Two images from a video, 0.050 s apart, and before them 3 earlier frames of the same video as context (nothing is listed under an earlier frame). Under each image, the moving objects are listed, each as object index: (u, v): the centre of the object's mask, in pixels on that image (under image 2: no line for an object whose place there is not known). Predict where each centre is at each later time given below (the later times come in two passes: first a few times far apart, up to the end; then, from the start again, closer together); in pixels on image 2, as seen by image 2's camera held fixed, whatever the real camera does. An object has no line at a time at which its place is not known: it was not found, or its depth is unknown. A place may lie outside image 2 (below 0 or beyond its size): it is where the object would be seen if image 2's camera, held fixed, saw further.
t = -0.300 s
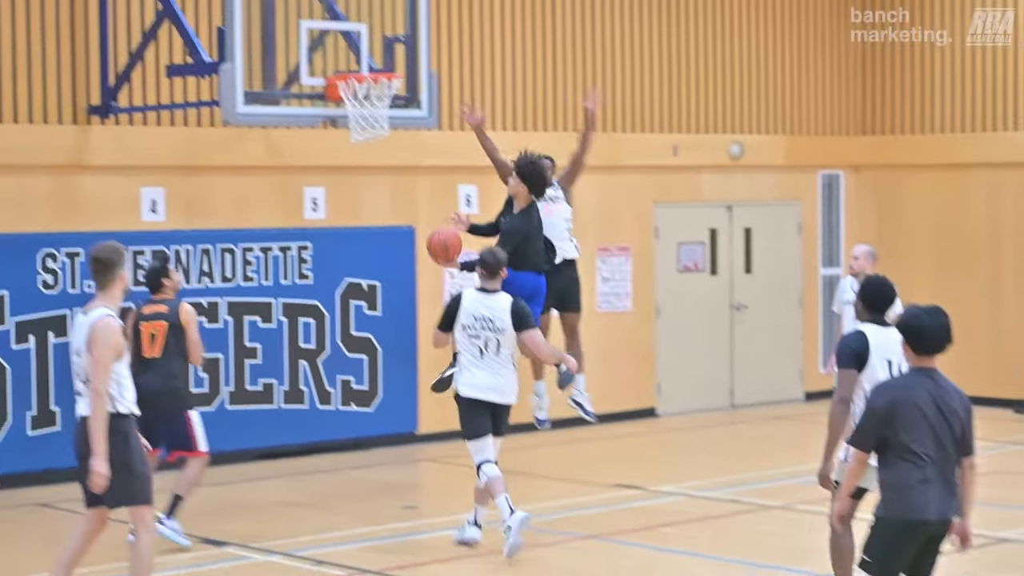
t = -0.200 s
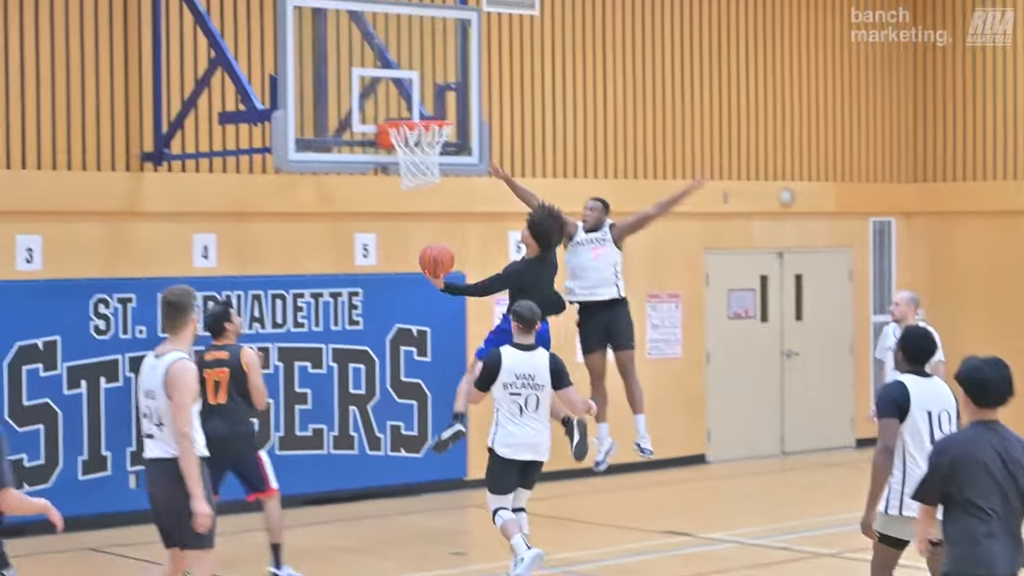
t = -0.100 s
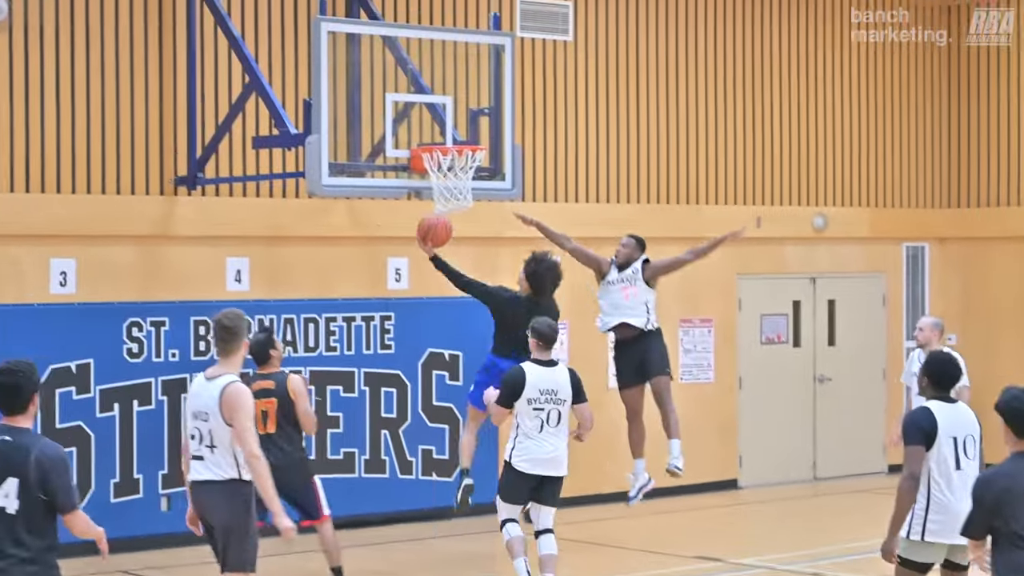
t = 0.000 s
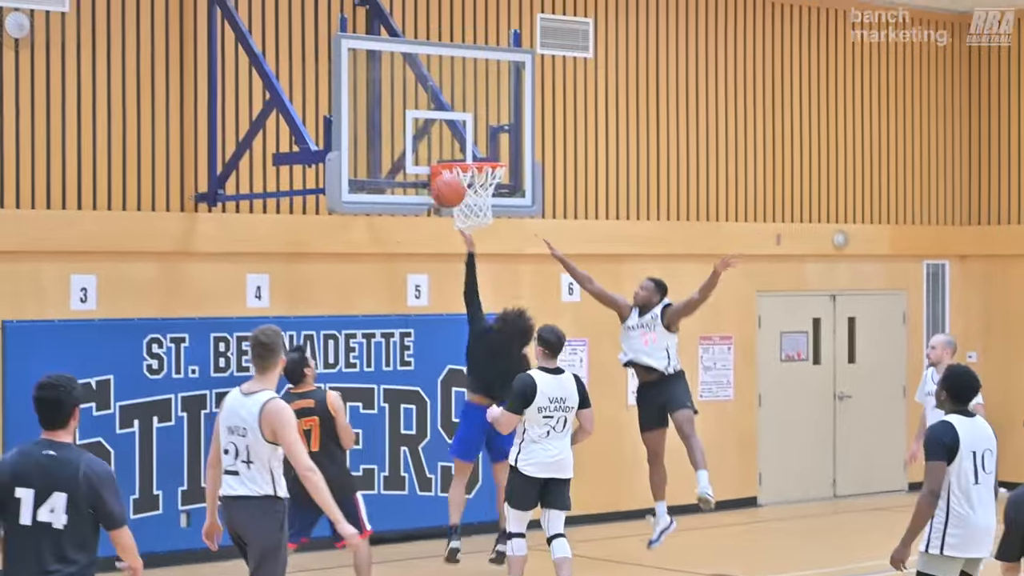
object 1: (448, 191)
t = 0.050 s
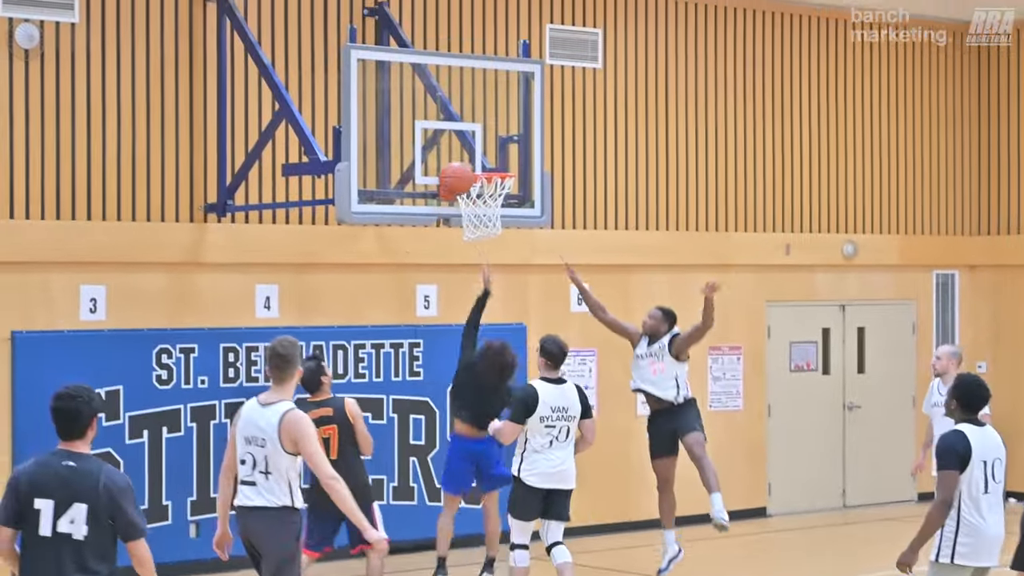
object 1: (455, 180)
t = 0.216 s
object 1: (450, 130)
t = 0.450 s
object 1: (449, 124)
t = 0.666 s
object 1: (485, 163)
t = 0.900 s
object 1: (487, 242)
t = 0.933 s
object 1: (491, 254)
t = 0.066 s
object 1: (455, 172)
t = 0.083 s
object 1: (455, 165)
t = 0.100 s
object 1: (454, 160)
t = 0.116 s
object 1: (454, 155)
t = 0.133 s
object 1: (453, 149)
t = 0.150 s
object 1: (452, 145)
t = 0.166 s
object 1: (451, 140)
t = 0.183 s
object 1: (451, 137)
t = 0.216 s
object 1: (450, 130)
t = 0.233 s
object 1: (449, 127)
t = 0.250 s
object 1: (449, 125)
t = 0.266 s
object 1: (448, 123)
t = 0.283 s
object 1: (448, 121)
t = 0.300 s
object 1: (447, 120)
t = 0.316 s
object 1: (447, 120)
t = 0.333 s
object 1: (446, 119)
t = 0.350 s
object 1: (446, 119)
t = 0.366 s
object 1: (445, 119)
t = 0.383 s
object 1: (445, 121)
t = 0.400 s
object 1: (445, 122)
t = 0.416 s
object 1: (444, 123)
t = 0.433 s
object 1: (446, 124)
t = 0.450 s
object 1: (449, 124)
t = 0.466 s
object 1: (451, 125)
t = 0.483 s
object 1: (454, 127)
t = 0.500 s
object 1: (457, 129)
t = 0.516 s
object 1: (459, 131)
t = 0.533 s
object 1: (462, 134)
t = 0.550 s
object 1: (465, 138)
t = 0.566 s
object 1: (468, 142)
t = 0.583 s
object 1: (471, 145)
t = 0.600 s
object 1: (473, 148)
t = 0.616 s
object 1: (476, 153)
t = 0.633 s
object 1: (479, 157)
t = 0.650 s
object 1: (482, 160)
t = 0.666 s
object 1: (485, 163)
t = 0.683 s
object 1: (488, 166)
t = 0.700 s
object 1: (490, 182)
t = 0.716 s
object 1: (491, 187)
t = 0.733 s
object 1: (492, 191)
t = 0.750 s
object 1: (493, 194)
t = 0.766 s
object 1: (492, 201)
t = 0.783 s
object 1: (493, 206)
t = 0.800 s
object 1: (493, 209)
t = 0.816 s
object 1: (493, 214)
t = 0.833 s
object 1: (492, 219)
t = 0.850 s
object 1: (490, 227)
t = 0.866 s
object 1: (489, 235)
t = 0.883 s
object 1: (488, 238)
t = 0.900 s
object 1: (487, 242)
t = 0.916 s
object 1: (486, 247)
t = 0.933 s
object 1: (491, 254)
